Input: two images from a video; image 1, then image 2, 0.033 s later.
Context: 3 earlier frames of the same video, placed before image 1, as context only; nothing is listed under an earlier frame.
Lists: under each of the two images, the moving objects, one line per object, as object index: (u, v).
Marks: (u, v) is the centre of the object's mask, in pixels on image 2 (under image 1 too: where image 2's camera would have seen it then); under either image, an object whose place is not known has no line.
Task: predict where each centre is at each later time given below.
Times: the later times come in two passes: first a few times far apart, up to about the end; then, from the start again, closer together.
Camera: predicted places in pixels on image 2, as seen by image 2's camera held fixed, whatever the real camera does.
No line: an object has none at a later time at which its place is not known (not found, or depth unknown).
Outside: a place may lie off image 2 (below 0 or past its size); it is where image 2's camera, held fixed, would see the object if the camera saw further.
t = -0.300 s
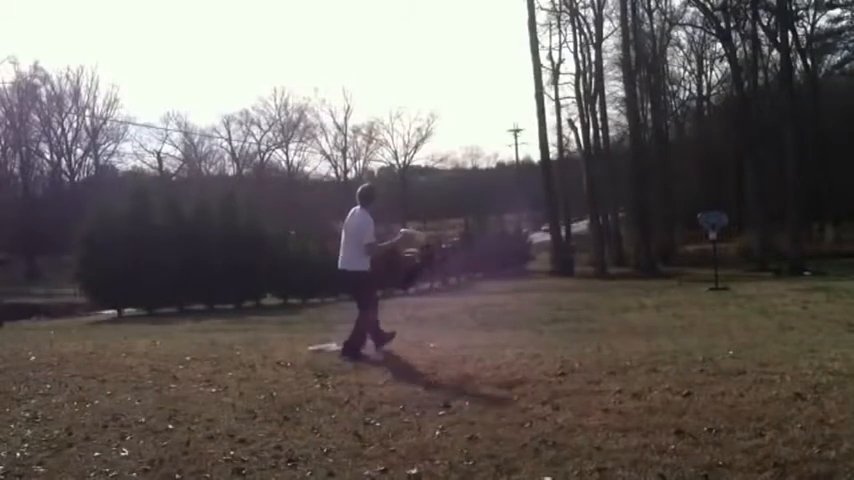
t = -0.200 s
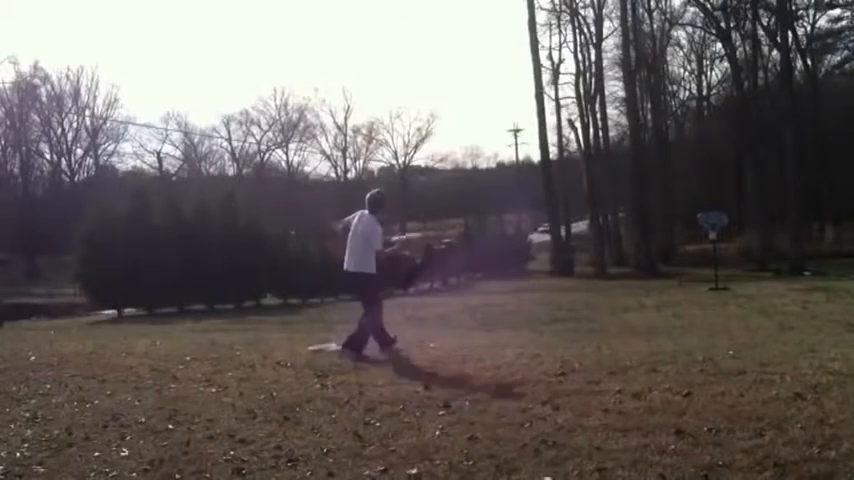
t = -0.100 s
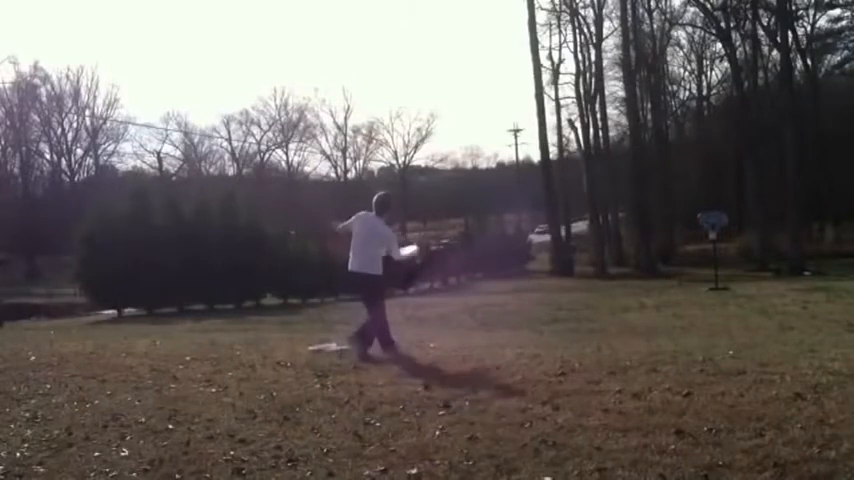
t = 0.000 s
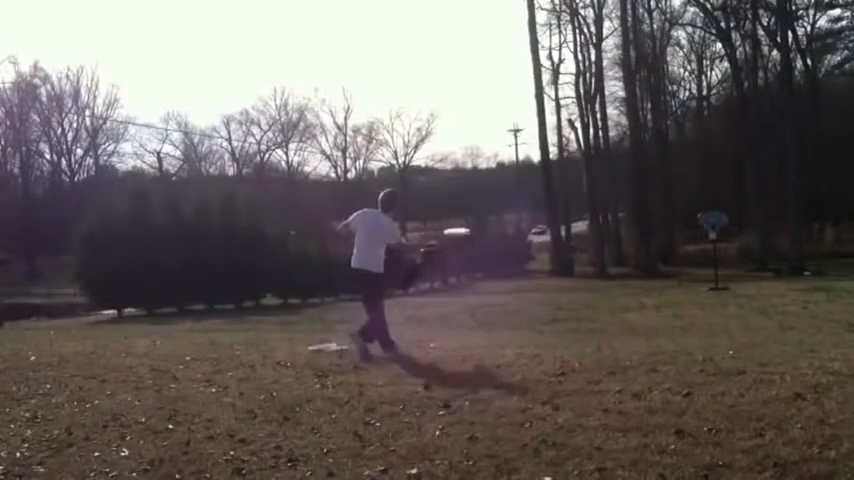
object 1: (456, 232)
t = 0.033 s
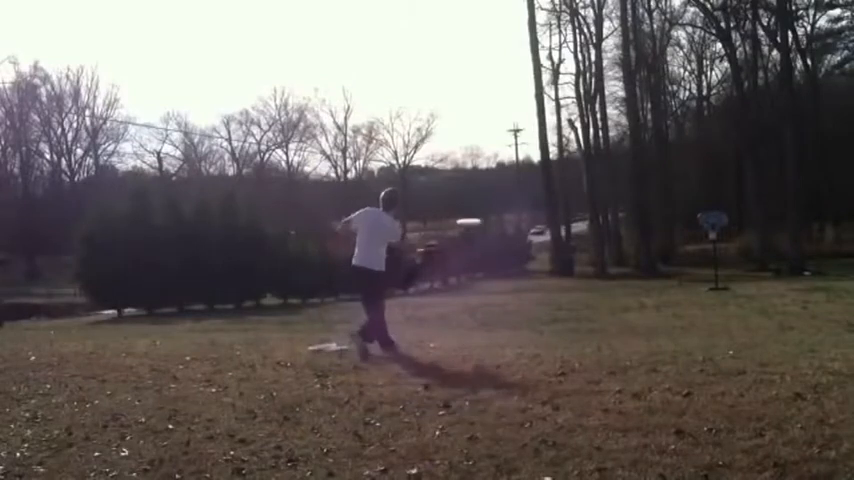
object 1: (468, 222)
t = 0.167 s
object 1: (509, 198)
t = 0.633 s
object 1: (593, 181)
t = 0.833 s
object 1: (615, 182)
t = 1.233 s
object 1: (646, 185)
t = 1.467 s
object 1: (658, 186)
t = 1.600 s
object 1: (665, 187)
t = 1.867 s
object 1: (677, 193)
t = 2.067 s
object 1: (685, 197)
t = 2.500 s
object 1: (698, 212)
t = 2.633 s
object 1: (701, 215)
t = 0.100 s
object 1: (490, 208)
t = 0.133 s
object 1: (500, 203)
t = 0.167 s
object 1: (509, 198)
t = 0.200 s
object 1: (518, 195)
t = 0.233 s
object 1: (525, 192)
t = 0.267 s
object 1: (533, 190)
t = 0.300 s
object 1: (541, 188)
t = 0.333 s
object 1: (547, 187)
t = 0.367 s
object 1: (552, 186)
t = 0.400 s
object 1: (559, 184)
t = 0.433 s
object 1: (564, 184)
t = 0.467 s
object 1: (570, 183)
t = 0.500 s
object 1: (575, 182)
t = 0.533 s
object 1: (580, 182)
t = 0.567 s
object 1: (585, 181)
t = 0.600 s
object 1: (589, 181)
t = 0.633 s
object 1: (593, 181)
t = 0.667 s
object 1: (597, 181)
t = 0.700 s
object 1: (601, 181)
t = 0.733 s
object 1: (605, 181)
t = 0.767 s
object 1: (609, 181)
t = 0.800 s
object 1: (612, 182)
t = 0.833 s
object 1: (615, 182)
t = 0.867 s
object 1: (618, 182)
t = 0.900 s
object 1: (621, 183)
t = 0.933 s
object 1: (624, 183)
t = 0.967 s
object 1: (626, 183)
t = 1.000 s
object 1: (629, 184)
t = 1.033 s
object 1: (631, 184)
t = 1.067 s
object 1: (634, 184)
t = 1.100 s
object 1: (636, 185)
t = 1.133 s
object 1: (638, 185)
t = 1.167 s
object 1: (641, 185)
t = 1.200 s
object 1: (643, 185)
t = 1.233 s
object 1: (646, 185)
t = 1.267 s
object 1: (647, 185)
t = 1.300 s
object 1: (650, 185)
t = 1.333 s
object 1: (652, 185)
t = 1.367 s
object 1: (653, 186)
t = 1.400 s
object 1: (655, 185)
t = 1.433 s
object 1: (656, 185)
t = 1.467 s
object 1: (658, 186)
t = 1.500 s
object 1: (661, 186)
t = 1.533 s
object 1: (663, 186)
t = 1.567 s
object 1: (663, 187)
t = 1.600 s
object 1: (665, 187)
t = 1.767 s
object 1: (674, 191)
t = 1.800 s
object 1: (675, 191)
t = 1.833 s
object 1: (676, 192)
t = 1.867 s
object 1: (677, 193)
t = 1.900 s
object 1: (679, 193)
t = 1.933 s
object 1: (680, 194)
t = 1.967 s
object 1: (682, 195)
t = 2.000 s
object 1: (682, 195)
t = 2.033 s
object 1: (684, 196)
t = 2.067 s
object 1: (685, 197)
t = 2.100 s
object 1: (686, 197)
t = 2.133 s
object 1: (687, 199)
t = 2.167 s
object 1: (689, 200)
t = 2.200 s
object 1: (690, 201)
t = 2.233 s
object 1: (691, 202)
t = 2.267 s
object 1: (692, 202)
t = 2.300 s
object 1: (693, 204)
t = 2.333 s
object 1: (694, 205)
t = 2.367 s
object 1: (696, 206)
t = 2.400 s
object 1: (696, 208)
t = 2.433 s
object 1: (697, 209)
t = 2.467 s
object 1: (698, 211)
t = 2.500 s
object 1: (698, 212)
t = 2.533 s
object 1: (699, 213)
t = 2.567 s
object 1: (700, 215)
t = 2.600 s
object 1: (701, 215)
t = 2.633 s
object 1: (701, 215)
